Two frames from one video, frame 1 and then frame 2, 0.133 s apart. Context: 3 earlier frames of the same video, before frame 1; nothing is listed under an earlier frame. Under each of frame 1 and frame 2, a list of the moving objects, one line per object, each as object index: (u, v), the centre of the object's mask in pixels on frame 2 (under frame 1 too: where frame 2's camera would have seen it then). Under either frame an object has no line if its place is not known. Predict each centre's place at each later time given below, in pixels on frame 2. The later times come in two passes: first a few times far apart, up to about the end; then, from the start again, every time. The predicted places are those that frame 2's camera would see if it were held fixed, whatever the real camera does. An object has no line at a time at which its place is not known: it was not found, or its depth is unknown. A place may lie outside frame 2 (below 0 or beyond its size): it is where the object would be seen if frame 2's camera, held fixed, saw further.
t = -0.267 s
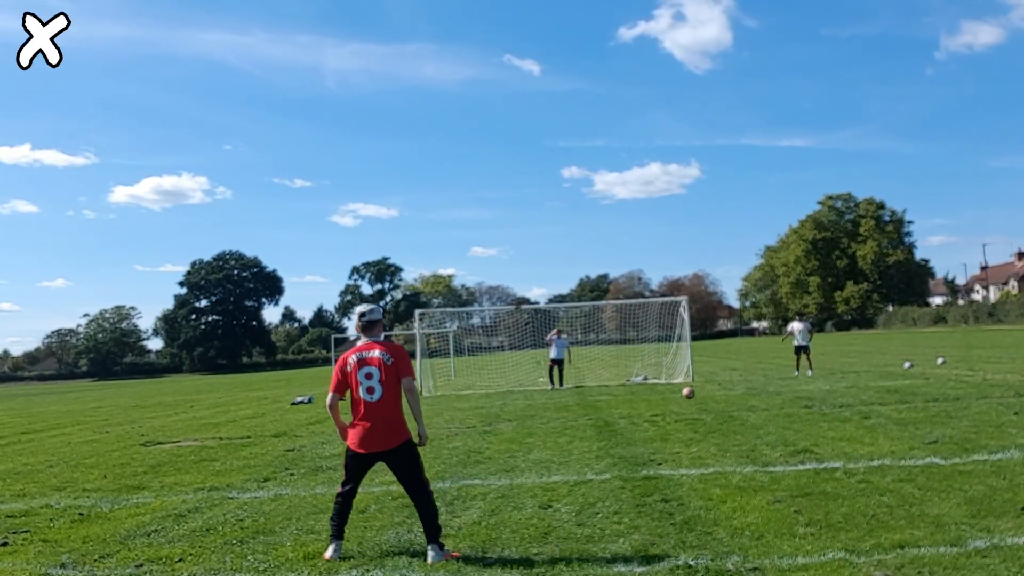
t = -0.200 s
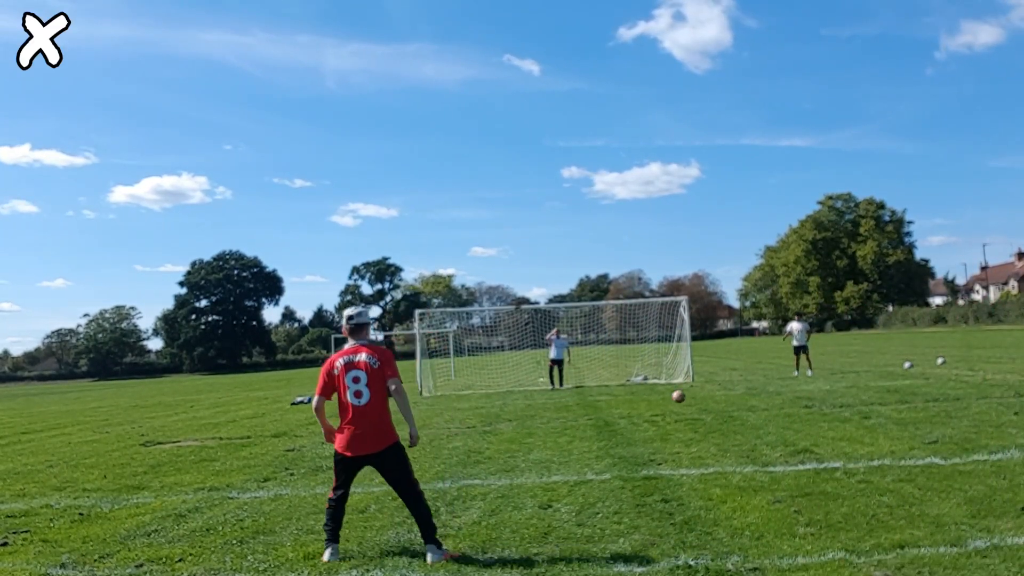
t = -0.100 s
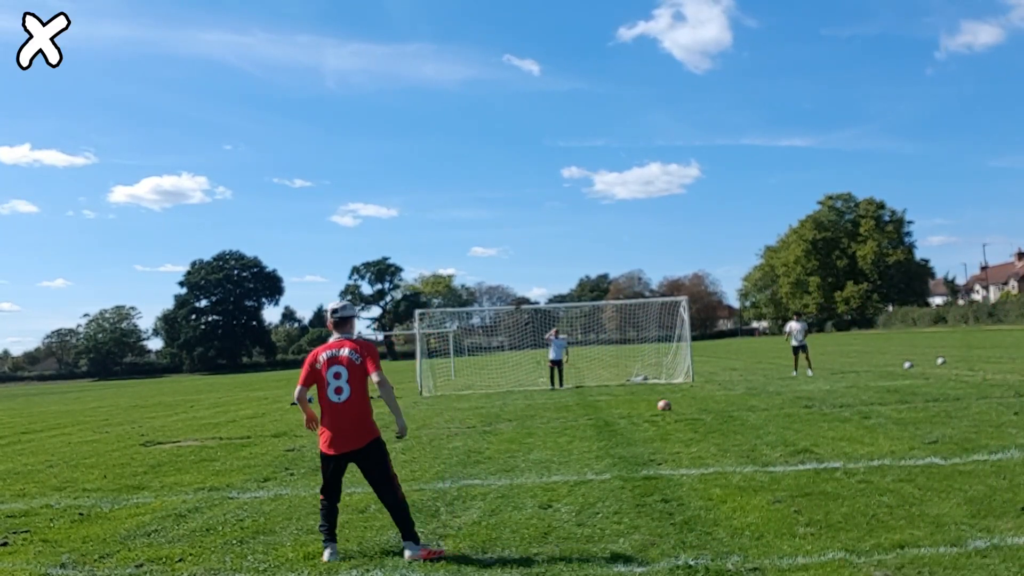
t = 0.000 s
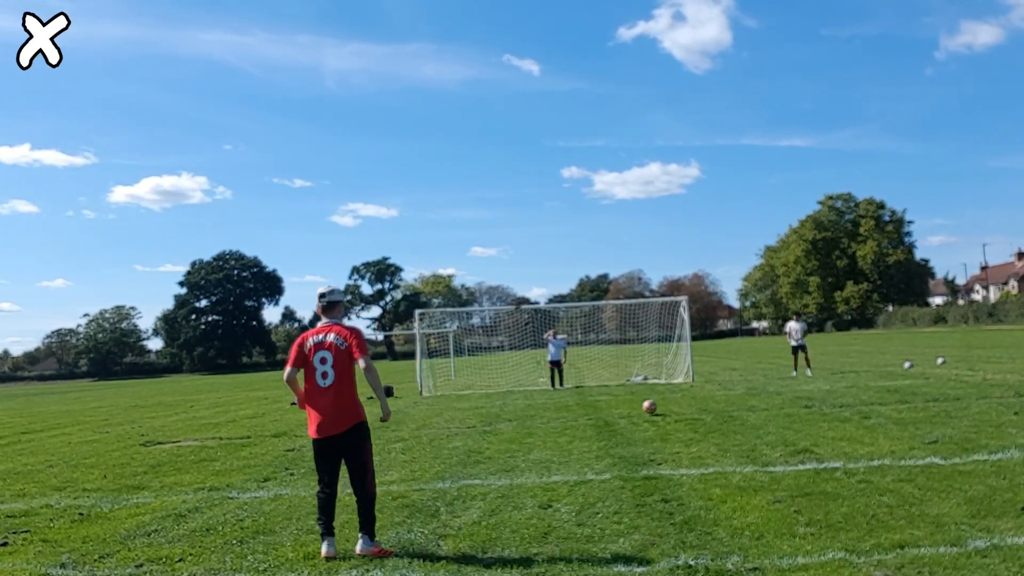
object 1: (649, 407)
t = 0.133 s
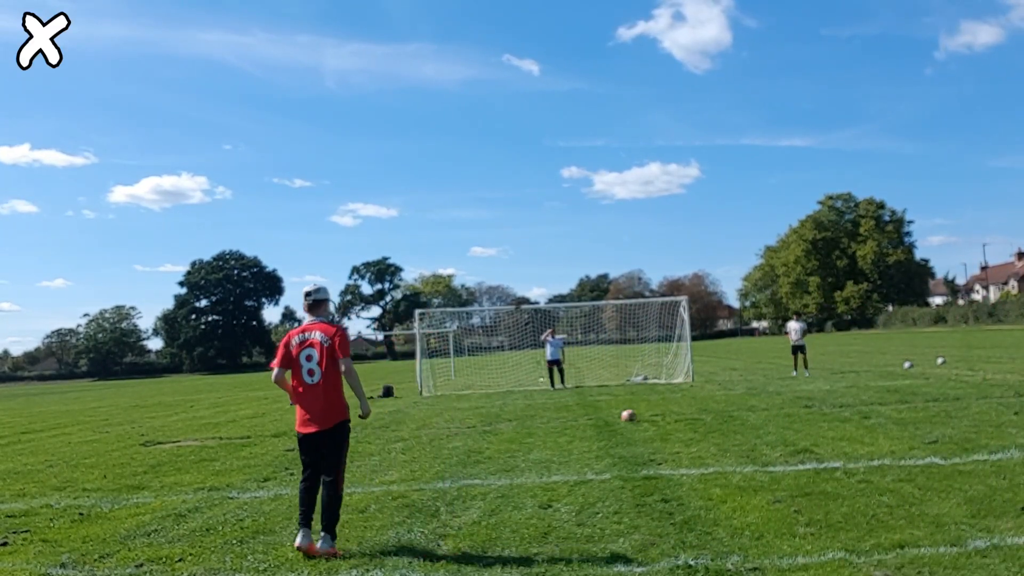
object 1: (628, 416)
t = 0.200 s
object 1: (617, 417)
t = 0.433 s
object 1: (573, 433)
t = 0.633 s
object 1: (526, 452)
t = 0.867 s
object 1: (459, 476)
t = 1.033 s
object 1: (402, 494)
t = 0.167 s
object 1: (623, 417)
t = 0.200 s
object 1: (617, 417)
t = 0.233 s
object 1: (611, 418)
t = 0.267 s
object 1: (605, 421)
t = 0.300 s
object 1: (600, 424)
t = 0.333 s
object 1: (594, 428)
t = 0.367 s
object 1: (587, 432)
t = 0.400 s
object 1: (580, 433)
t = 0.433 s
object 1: (573, 433)
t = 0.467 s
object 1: (566, 435)
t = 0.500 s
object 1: (558, 438)
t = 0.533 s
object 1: (550, 442)
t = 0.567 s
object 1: (543, 447)
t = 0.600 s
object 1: (534, 450)
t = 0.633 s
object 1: (526, 452)
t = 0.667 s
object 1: (518, 455)
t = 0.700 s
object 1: (509, 458)
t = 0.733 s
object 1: (500, 463)
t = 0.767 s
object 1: (490, 466)
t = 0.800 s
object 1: (480, 468)
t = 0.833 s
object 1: (470, 471)
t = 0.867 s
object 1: (459, 476)
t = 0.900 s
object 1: (448, 479)
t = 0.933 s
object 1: (438, 483)
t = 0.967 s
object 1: (427, 486)
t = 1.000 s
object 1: (415, 490)
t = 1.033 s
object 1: (402, 494)
